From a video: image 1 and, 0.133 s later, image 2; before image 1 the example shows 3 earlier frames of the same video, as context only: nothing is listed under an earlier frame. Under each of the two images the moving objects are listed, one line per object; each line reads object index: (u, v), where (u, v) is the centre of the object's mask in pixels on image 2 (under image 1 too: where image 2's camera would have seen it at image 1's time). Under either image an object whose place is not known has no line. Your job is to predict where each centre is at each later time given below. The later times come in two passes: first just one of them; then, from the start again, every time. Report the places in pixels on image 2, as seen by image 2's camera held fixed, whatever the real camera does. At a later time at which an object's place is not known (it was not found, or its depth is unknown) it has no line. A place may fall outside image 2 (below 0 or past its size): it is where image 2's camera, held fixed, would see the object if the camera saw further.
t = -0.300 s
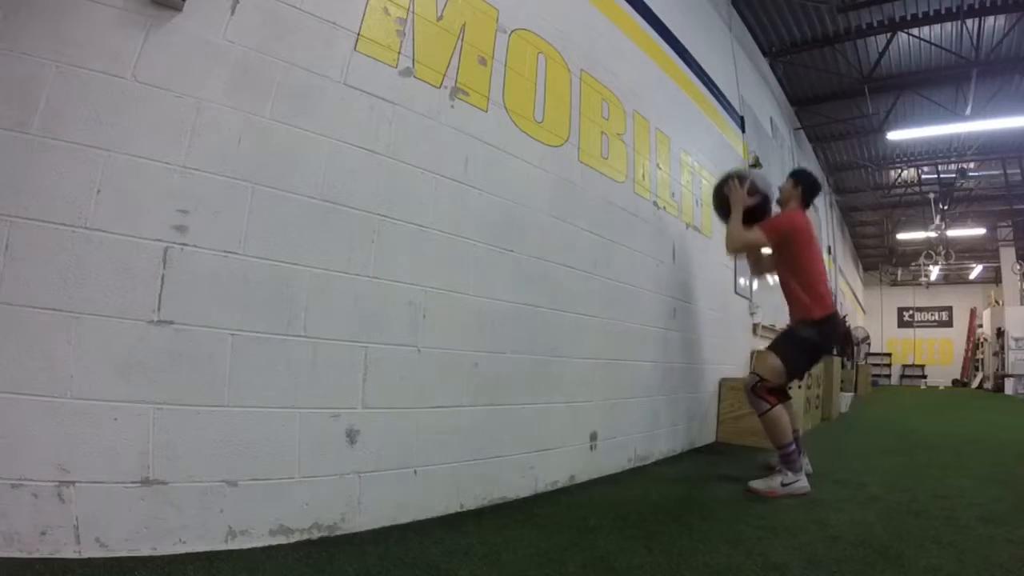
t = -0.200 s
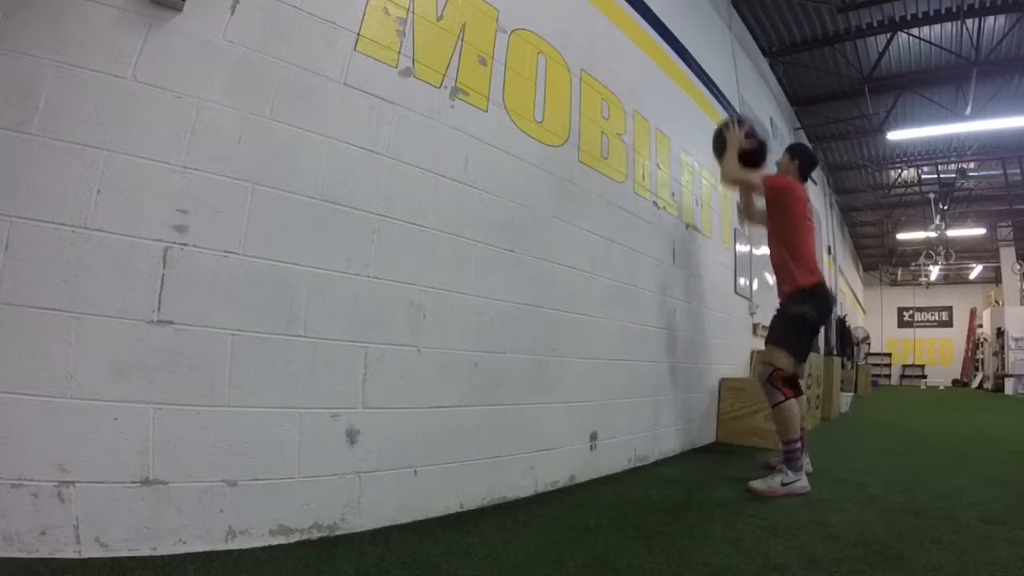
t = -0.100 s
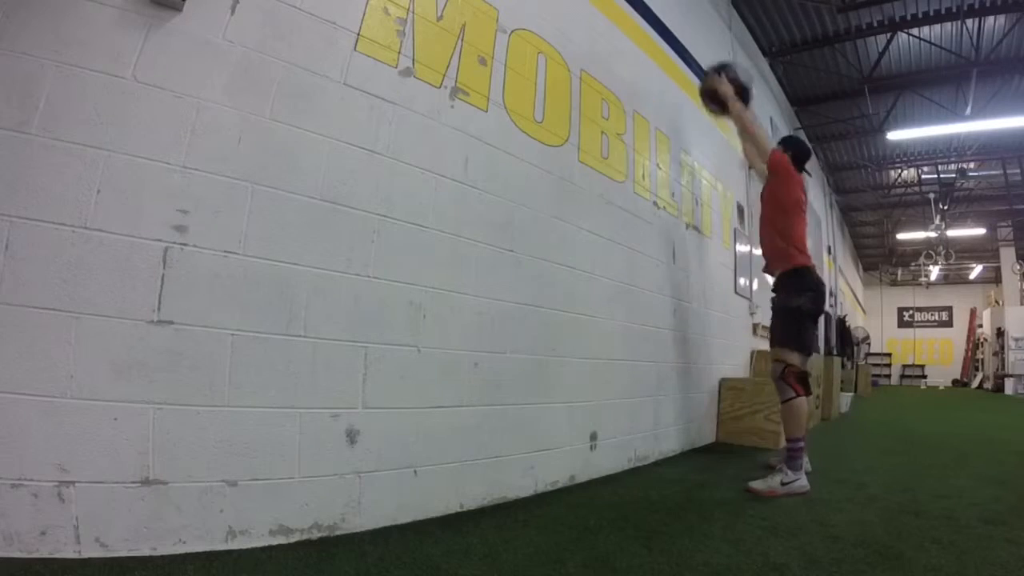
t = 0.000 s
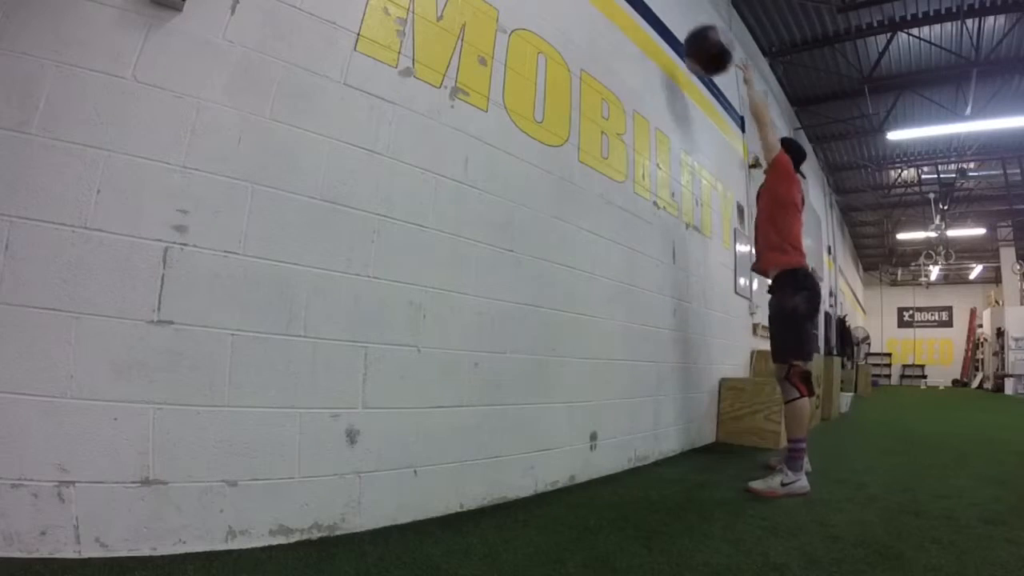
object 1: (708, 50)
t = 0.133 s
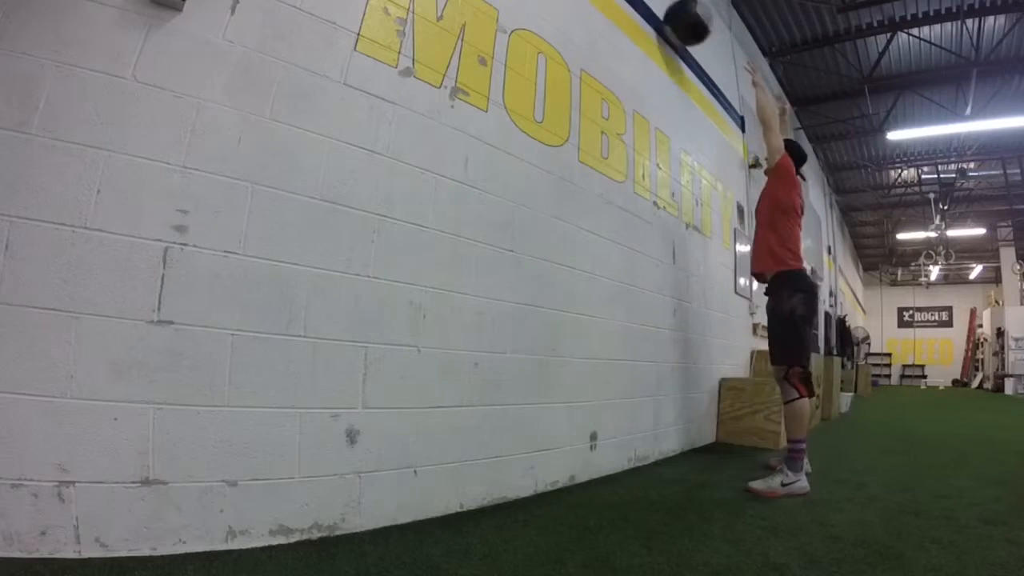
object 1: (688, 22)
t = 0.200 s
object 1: (679, 18)
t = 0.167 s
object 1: (683, 20)
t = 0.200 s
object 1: (679, 18)
